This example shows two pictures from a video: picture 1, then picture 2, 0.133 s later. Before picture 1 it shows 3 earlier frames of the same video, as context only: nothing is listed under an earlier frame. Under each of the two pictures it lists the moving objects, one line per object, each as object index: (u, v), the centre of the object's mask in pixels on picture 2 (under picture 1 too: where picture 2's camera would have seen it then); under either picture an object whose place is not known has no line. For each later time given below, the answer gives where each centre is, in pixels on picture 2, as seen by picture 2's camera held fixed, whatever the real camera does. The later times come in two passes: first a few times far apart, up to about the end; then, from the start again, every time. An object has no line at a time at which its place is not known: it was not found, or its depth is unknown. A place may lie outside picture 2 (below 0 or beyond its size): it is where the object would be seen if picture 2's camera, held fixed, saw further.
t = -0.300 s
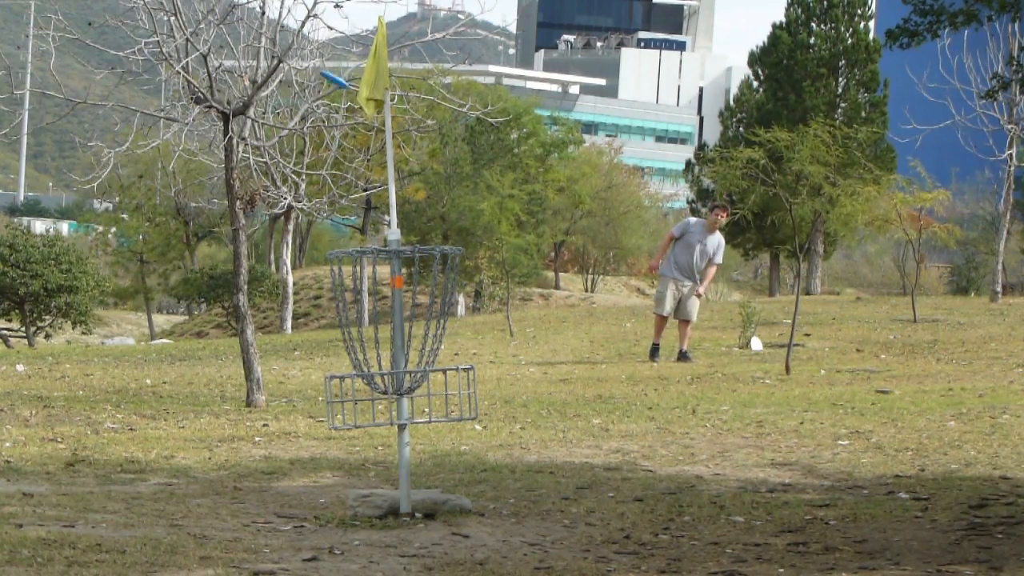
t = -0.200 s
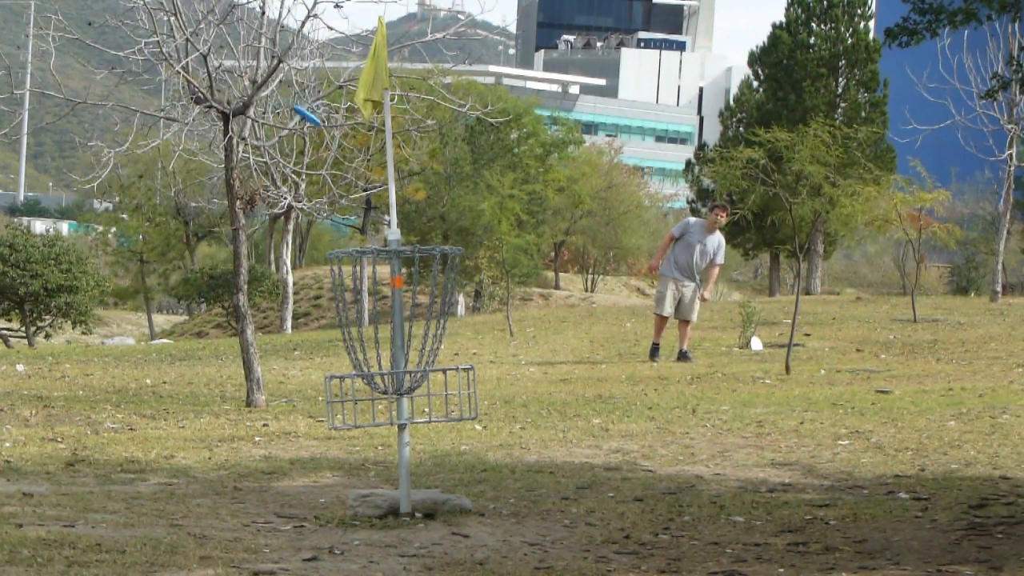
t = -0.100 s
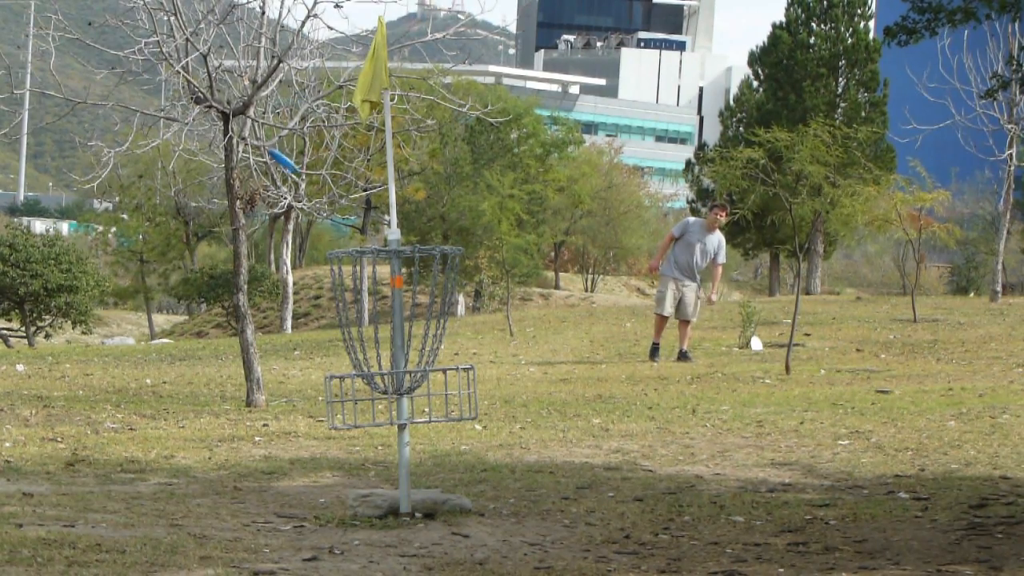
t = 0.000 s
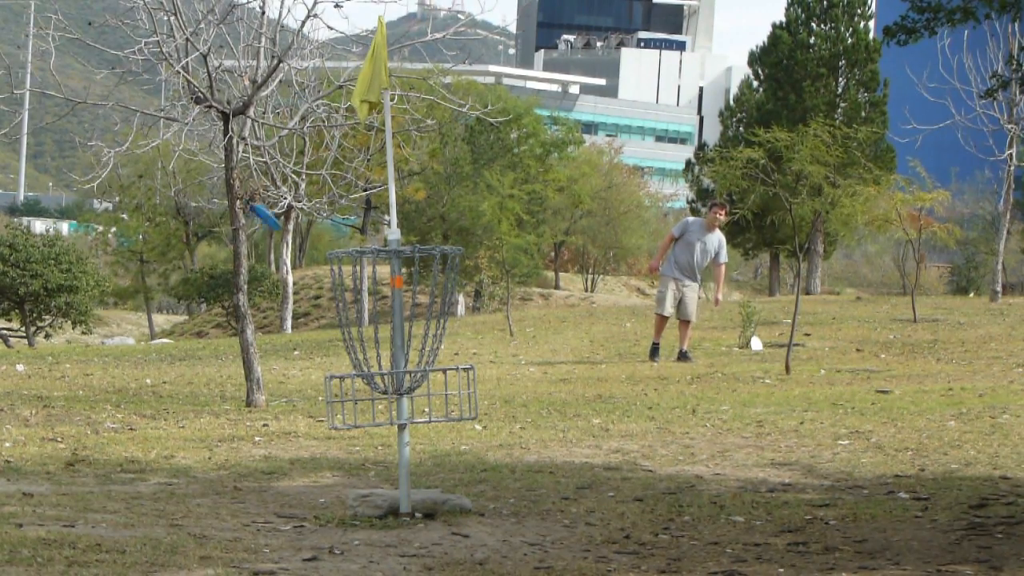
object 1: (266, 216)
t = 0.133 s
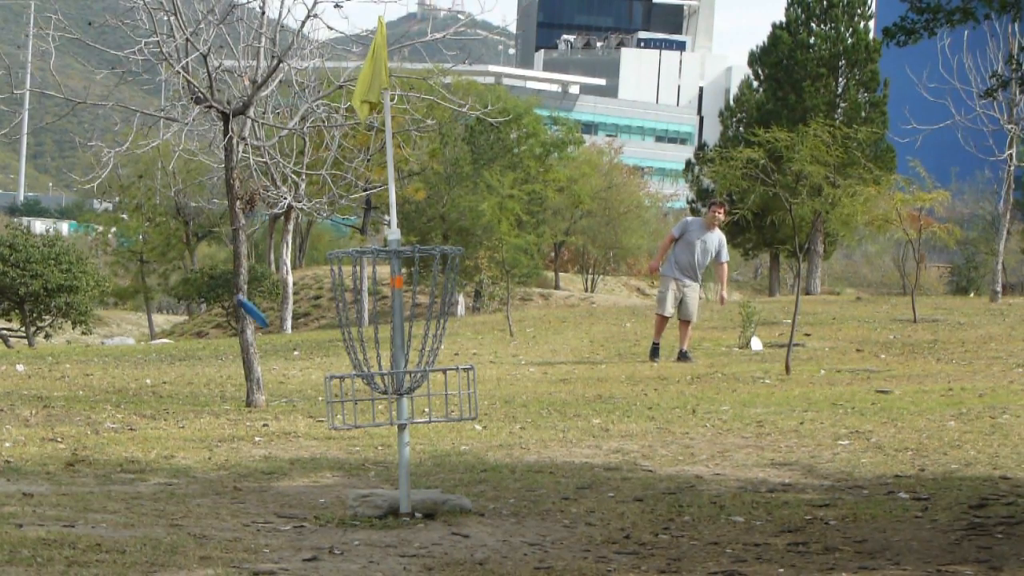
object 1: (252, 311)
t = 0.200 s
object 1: (252, 370)
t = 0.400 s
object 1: (276, 514)
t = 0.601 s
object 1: (288, 484)
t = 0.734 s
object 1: (292, 519)
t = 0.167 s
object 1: (252, 339)
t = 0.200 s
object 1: (252, 370)
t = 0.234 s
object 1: (254, 402)
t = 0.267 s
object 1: (258, 436)
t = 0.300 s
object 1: (263, 472)
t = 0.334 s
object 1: (271, 511)
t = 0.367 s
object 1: (275, 526)
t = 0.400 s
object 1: (276, 514)
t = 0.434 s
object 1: (279, 503)
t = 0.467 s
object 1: (281, 494)
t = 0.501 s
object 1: (282, 488)
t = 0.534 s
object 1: (286, 483)
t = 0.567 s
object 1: (287, 482)
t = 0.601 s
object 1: (288, 484)
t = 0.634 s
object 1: (289, 488)
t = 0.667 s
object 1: (291, 494)
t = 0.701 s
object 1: (290, 507)
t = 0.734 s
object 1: (292, 519)
